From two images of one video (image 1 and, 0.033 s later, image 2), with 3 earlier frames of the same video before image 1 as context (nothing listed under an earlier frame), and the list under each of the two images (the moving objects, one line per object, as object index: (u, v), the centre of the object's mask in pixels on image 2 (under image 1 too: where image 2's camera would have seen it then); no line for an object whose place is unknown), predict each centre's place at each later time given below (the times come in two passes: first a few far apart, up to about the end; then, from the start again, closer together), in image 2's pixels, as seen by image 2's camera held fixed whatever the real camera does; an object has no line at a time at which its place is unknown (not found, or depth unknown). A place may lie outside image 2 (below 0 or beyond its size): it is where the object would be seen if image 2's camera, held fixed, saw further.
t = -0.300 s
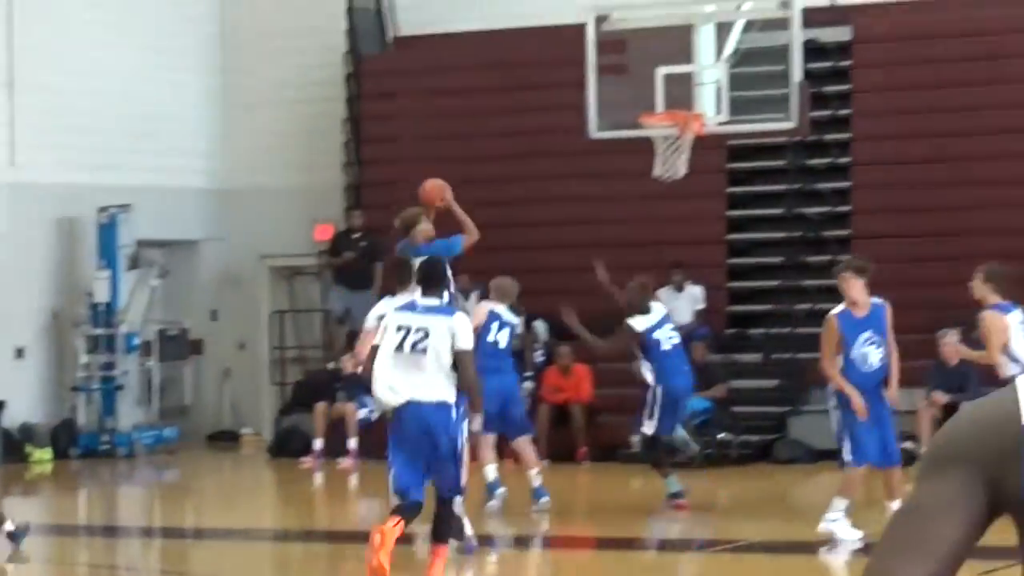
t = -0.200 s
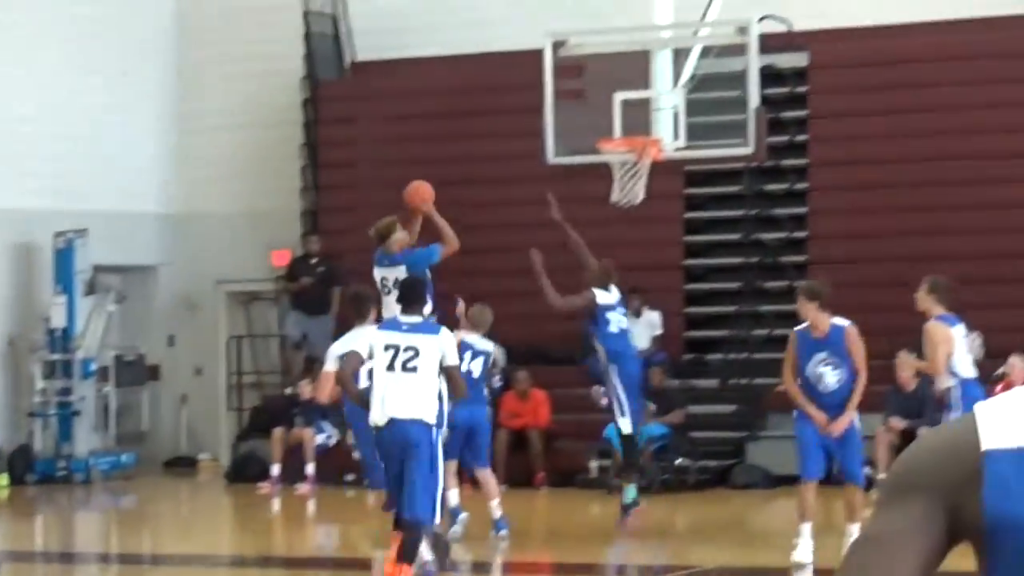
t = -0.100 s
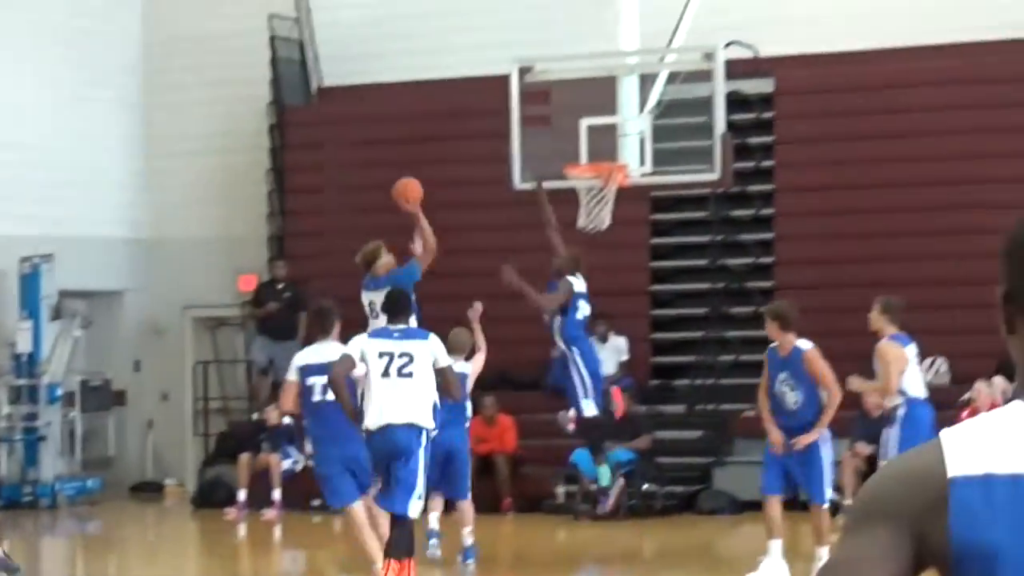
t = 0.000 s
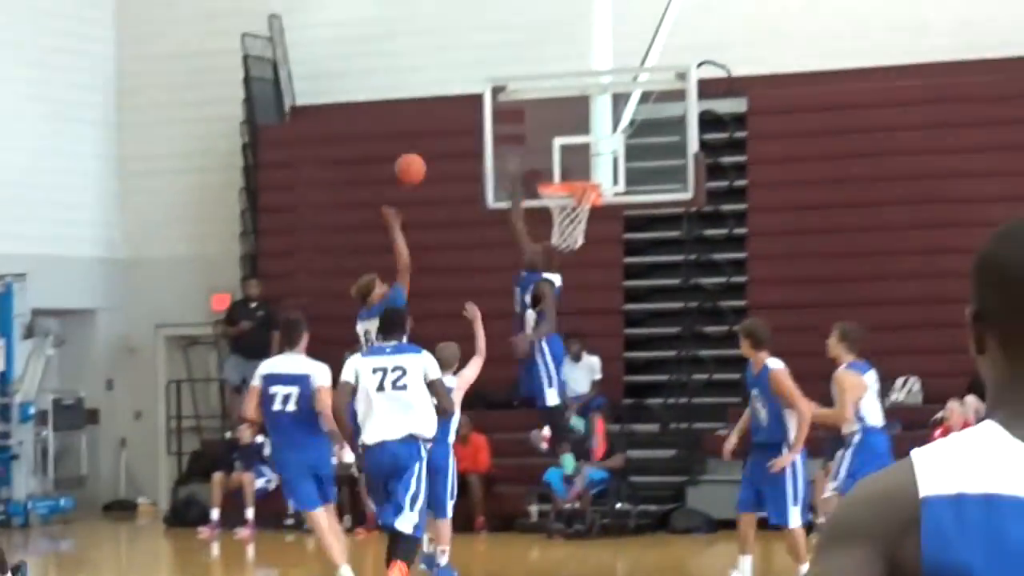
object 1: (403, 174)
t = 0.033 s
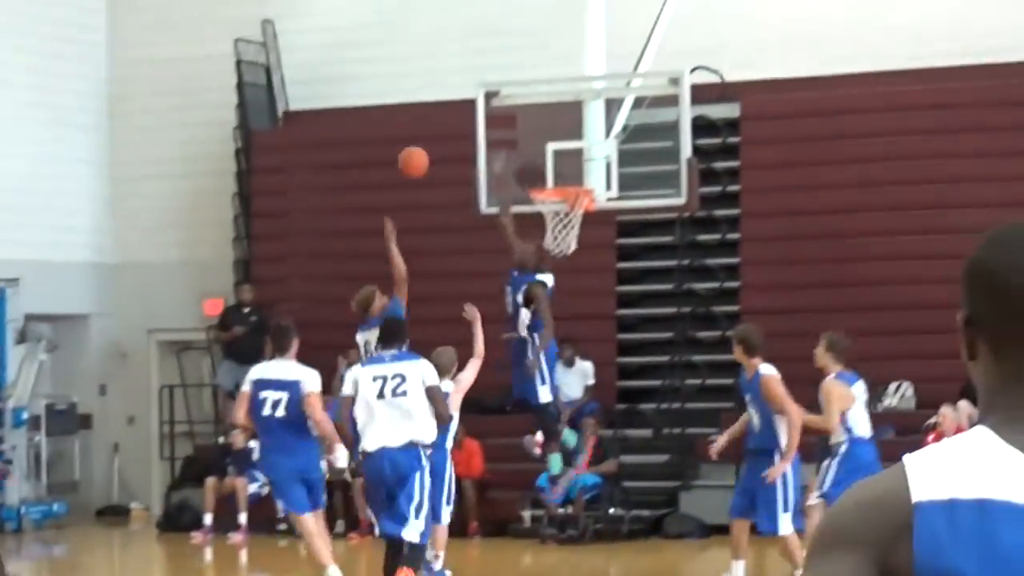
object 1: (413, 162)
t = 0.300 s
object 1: (493, 117)
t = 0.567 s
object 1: (553, 151)
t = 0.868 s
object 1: (558, 237)
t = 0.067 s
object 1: (423, 151)
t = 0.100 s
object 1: (433, 142)
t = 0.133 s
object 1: (443, 134)
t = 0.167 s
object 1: (453, 128)
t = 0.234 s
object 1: (472, 119)
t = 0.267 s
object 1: (483, 117)
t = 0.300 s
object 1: (493, 117)
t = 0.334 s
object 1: (503, 117)
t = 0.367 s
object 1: (513, 119)
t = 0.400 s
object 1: (522, 121)
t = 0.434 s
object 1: (531, 126)
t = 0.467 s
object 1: (543, 132)
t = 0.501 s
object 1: (551, 139)
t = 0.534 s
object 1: (553, 145)
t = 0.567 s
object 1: (553, 151)
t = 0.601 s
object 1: (555, 158)
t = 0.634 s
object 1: (556, 168)
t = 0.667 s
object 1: (556, 176)
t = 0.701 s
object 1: (557, 185)
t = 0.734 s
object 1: (550, 209)
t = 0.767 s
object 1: (549, 216)
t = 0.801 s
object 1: (556, 212)
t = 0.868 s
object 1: (558, 237)
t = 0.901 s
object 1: (558, 239)
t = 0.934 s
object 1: (559, 245)
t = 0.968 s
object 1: (559, 251)
